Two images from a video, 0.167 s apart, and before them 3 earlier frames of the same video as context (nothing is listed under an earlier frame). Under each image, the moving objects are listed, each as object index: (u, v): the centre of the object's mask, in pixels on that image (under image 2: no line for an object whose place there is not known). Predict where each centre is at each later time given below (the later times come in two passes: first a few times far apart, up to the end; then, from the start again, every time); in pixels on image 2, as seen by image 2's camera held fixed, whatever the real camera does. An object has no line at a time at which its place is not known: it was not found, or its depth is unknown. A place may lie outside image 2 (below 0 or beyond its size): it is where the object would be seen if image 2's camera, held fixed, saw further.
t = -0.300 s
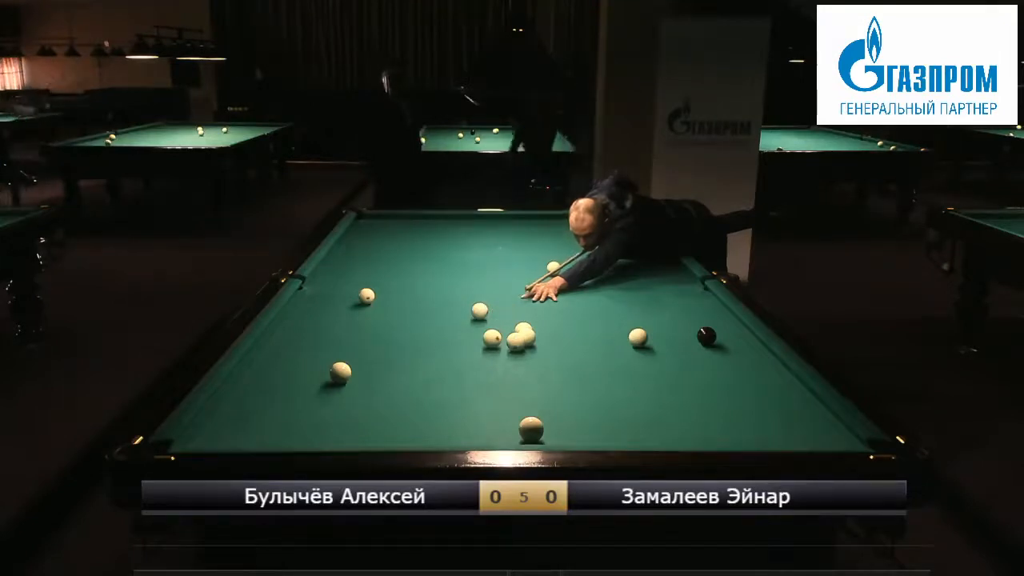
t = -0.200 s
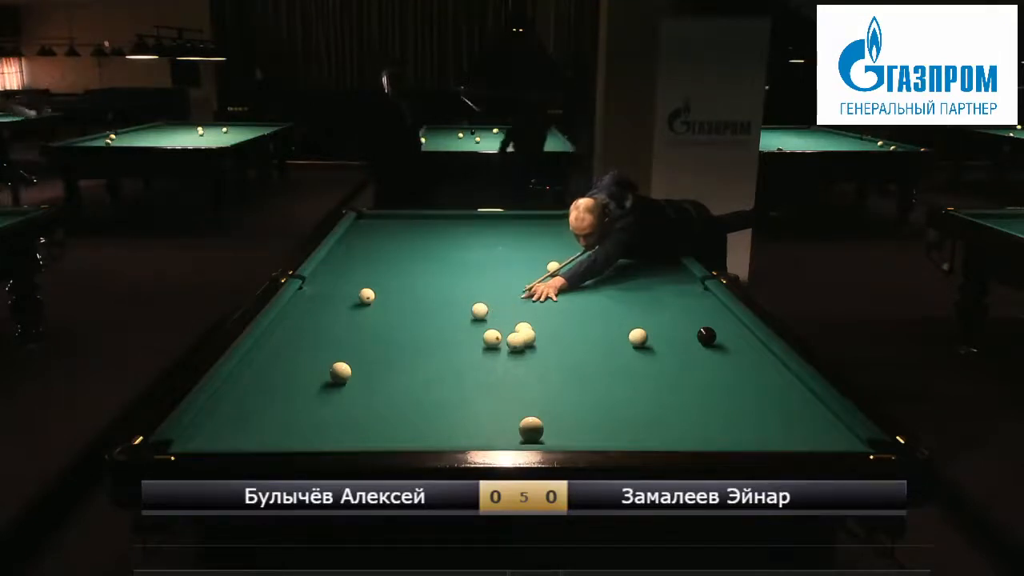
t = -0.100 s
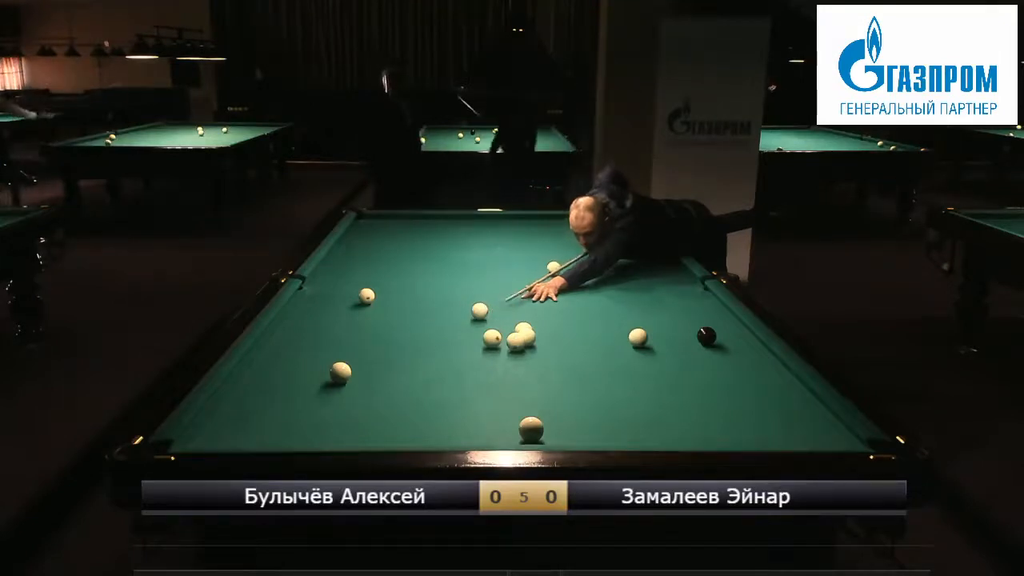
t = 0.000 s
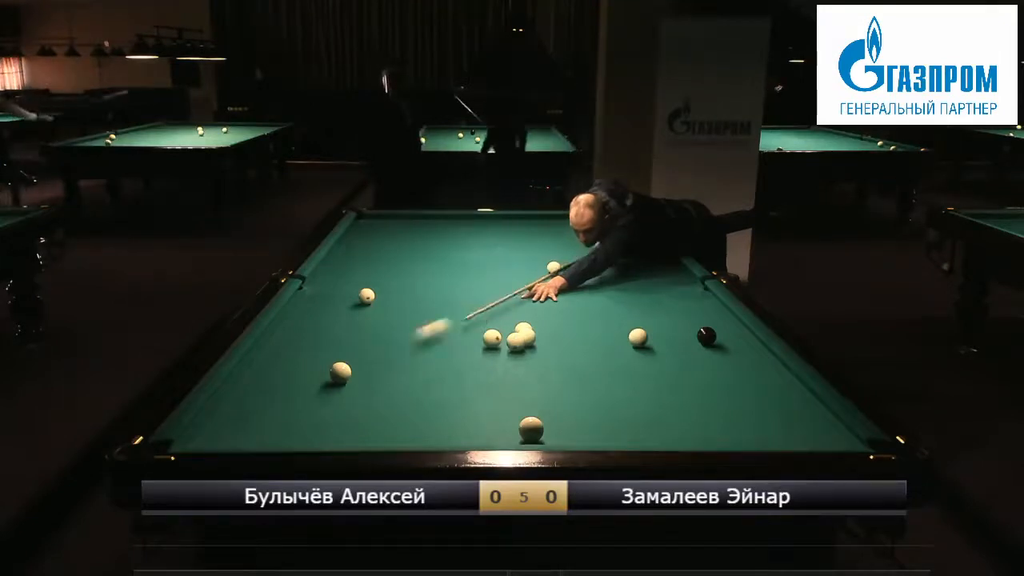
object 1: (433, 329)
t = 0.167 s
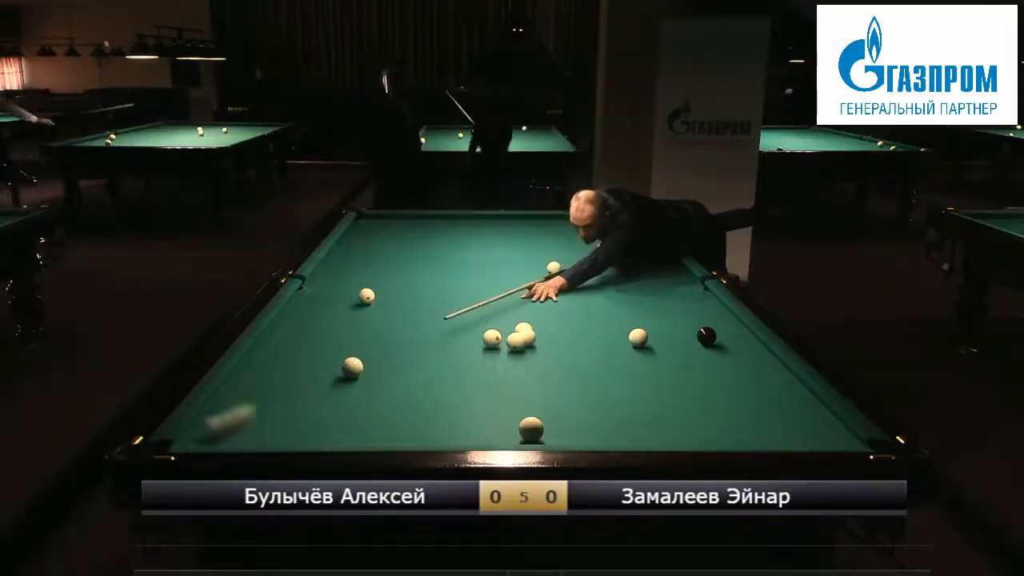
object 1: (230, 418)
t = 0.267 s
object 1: (211, 419)
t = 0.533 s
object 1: (267, 348)
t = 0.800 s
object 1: (302, 306)
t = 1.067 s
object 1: (327, 275)
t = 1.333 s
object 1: (347, 251)
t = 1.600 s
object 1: (362, 232)
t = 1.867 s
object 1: (375, 216)
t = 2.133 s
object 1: (368, 223)
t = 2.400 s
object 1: (359, 232)
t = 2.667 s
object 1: (349, 242)
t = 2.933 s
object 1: (338, 253)
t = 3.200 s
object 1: (326, 265)
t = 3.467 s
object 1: (315, 278)
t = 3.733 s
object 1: (307, 293)
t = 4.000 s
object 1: (298, 309)
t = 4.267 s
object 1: (289, 326)
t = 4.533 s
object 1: (277, 346)
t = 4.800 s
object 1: (266, 369)
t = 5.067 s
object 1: (253, 394)
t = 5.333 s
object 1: (238, 424)
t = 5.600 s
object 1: (236, 433)
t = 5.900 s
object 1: (251, 416)
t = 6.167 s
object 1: (264, 400)
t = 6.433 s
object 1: (277, 386)
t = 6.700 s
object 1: (287, 374)
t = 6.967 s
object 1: (297, 364)
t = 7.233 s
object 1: (305, 355)
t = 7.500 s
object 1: (313, 347)
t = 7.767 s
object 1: (320, 340)
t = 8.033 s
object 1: (326, 334)
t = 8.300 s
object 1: (332, 328)
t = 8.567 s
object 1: (338, 323)
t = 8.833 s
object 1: (342, 319)
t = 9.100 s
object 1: (345, 315)
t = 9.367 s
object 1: (348, 311)
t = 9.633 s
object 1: (352, 309)
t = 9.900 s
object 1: (355, 306)
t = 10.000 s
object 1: (356, 305)
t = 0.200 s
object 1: (194, 436)
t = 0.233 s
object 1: (202, 431)
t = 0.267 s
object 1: (211, 419)
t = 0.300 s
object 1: (220, 407)
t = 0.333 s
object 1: (229, 396)
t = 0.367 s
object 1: (237, 386)
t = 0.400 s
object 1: (244, 377)
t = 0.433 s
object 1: (250, 369)
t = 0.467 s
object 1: (256, 361)
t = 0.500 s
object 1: (262, 355)
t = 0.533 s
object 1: (267, 348)
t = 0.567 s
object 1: (272, 342)
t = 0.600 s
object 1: (277, 337)
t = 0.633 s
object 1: (282, 331)
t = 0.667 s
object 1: (286, 325)
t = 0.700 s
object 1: (290, 320)
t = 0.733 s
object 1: (294, 315)
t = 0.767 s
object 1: (298, 310)
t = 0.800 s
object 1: (302, 306)
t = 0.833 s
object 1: (306, 302)
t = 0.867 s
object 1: (309, 297)
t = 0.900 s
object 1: (312, 293)
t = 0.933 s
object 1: (315, 289)
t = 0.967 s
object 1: (318, 286)
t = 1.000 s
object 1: (322, 281)
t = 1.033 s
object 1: (325, 278)
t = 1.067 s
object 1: (327, 275)
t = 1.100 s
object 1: (330, 271)
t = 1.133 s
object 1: (333, 268)
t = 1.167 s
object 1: (335, 265)
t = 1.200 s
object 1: (338, 262)
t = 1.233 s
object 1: (340, 259)
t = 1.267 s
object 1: (343, 256)
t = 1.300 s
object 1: (345, 253)
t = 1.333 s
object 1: (347, 251)
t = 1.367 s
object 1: (349, 248)
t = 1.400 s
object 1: (351, 245)
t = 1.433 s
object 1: (353, 243)
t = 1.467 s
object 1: (355, 241)
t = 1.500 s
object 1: (357, 238)
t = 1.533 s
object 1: (359, 236)
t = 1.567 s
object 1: (361, 234)
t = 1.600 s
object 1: (362, 232)
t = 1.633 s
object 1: (364, 230)
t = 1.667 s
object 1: (366, 227)
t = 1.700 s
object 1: (368, 225)
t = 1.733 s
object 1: (369, 223)
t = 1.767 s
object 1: (371, 222)
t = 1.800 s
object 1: (372, 220)
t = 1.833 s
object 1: (374, 218)
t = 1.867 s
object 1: (375, 216)
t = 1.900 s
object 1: (376, 215)
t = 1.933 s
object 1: (375, 216)
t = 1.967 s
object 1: (374, 217)
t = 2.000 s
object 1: (372, 219)
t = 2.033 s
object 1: (371, 219)
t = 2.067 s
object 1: (370, 221)
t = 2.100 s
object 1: (369, 222)
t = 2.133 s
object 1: (368, 223)
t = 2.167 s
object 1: (367, 224)
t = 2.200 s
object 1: (366, 225)
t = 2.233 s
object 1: (365, 226)
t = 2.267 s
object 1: (364, 227)
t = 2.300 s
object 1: (363, 228)
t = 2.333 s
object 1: (361, 230)
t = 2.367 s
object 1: (360, 231)
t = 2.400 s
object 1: (359, 232)
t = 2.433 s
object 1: (357, 233)
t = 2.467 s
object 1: (356, 234)
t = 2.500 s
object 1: (355, 236)
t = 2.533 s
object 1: (354, 237)
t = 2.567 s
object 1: (352, 238)
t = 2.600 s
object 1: (351, 239)
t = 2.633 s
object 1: (350, 241)
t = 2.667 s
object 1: (349, 242)
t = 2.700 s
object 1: (347, 244)
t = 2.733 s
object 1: (346, 245)
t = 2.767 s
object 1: (345, 246)
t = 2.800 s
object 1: (343, 248)
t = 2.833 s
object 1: (342, 249)
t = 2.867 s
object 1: (341, 250)
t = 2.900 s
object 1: (339, 252)
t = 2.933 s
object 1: (338, 253)
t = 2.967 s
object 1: (336, 254)
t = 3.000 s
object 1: (335, 256)
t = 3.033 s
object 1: (334, 257)
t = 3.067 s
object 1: (332, 259)
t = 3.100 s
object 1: (331, 260)
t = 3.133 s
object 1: (329, 262)
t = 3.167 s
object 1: (327, 264)
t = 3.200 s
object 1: (326, 265)
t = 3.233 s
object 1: (325, 267)
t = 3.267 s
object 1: (323, 268)
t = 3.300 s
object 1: (321, 270)
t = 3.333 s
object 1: (320, 272)
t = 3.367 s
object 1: (318, 273)
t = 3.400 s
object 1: (317, 275)
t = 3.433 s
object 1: (316, 277)
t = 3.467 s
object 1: (315, 278)
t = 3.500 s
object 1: (314, 280)
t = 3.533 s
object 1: (313, 282)
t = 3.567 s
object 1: (312, 284)
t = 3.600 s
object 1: (311, 286)
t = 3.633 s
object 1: (310, 287)
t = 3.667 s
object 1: (309, 289)
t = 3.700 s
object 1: (308, 291)
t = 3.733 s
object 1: (307, 293)
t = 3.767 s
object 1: (306, 295)
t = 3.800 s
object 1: (305, 297)
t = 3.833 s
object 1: (304, 298)
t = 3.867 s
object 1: (303, 300)
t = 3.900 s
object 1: (302, 302)
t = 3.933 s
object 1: (301, 304)
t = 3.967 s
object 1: (299, 306)
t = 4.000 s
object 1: (298, 309)
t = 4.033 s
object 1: (297, 311)
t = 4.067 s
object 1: (296, 313)
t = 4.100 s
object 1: (294, 315)
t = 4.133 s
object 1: (293, 317)
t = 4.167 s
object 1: (292, 319)
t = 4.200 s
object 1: (291, 321)
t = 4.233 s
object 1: (290, 324)
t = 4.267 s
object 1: (289, 326)
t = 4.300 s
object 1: (287, 329)
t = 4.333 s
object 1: (286, 331)
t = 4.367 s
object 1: (284, 333)
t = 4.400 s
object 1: (283, 336)
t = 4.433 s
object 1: (282, 338)
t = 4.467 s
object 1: (280, 341)
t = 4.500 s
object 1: (279, 343)
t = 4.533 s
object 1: (277, 346)
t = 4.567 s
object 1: (276, 349)
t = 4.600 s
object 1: (275, 352)
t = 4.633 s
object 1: (273, 354)
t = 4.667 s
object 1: (272, 357)
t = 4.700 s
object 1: (271, 360)
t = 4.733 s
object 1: (269, 363)
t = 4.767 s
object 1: (267, 366)
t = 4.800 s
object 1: (266, 369)
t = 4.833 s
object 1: (264, 371)
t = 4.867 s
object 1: (263, 374)
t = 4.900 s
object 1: (261, 377)
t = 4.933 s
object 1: (260, 381)
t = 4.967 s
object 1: (258, 384)
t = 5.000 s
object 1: (257, 387)
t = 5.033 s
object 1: (255, 391)
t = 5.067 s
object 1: (253, 394)
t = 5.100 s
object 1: (251, 398)
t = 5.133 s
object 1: (249, 401)
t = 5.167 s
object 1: (248, 405)
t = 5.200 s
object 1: (246, 408)
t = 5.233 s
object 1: (244, 412)
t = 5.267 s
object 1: (242, 416)
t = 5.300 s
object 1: (240, 420)
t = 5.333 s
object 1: (238, 424)
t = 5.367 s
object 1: (235, 427)
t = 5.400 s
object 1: (234, 431)
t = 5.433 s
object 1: (231, 435)
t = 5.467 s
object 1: (229, 437)
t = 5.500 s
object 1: (229, 439)
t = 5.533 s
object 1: (231, 436)
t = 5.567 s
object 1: (233, 435)
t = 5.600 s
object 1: (236, 433)
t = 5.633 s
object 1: (237, 431)
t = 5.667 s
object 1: (239, 429)
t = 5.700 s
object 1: (241, 427)
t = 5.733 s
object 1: (242, 426)
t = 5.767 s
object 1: (244, 423)
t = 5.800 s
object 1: (246, 422)
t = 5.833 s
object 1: (247, 420)
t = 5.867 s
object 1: (249, 418)
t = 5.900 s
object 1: (251, 416)
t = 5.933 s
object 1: (253, 414)
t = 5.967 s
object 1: (255, 412)
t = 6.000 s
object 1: (256, 410)
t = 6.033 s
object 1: (258, 408)
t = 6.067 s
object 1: (260, 405)
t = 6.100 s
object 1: (261, 404)
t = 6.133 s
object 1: (263, 402)
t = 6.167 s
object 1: (264, 400)
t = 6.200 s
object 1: (265, 399)
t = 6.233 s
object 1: (267, 397)
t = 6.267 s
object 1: (268, 395)
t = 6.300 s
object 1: (270, 393)
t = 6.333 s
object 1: (272, 391)
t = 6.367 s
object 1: (274, 390)
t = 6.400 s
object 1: (275, 388)
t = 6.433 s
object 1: (277, 386)
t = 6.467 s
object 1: (278, 385)
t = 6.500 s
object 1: (279, 383)
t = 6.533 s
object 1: (281, 382)
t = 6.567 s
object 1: (282, 380)
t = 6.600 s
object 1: (283, 379)
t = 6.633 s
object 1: (285, 378)
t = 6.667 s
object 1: (286, 375)
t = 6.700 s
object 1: (287, 374)
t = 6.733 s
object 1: (289, 373)
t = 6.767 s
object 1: (290, 371)
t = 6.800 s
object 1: (291, 370)
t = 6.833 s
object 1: (292, 369)
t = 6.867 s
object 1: (294, 368)
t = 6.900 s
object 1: (295, 366)
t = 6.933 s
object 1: (296, 365)
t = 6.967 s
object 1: (297, 364)
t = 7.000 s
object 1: (298, 363)
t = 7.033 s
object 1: (299, 362)
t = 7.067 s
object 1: (300, 361)
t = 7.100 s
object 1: (301, 360)
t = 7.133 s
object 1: (302, 358)
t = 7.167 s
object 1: (303, 357)
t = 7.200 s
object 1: (304, 356)
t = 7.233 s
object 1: (305, 355)
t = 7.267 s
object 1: (306, 354)
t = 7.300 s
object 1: (307, 353)
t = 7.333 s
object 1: (308, 352)
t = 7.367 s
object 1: (309, 351)
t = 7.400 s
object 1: (310, 350)
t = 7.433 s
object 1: (311, 349)
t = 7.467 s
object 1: (312, 348)
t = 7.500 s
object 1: (313, 347)
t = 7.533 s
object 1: (314, 346)
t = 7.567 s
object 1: (315, 345)
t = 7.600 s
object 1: (316, 344)
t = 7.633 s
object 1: (316, 344)
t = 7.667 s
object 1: (317, 343)
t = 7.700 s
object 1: (318, 342)
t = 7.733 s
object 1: (319, 341)
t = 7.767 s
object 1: (320, 340)
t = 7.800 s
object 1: (321, 339)
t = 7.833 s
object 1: (322, 338)
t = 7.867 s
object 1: (322, 338)
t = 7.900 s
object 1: (323, 337)
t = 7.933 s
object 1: (324, 336)
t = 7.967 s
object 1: (325, 335)
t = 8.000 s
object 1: (326, 335)
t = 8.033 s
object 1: (326, 334)
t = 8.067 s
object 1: (327, 333)
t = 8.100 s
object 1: (328, 332)
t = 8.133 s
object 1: (329, 331)
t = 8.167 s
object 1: (330, 331)
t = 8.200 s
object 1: (330, 330)
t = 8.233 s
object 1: (331, 329)
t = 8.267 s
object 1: (331, 329)
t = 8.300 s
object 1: (332, 328)
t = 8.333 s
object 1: (333, 328)
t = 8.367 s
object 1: (333, 327)
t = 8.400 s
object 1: (334, 326)
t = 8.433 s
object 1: (335, 325)
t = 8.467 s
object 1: (336, 325)
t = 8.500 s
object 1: (336, 324)
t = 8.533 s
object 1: (337, 323)
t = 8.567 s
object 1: (338, 323)
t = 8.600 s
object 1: (338, 322)
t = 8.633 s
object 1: (339, 322)
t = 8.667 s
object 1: (339, 321)
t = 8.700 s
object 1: (340, 321)
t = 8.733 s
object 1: (340, 320)
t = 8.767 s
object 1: (341, 319)
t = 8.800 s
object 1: (341, 319)
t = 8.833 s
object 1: (342, 319)
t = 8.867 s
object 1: (342, 318)
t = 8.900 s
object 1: (342, 317)
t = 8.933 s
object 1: (343, 317)
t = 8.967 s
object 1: (344, 316)
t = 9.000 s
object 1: (344, 316)
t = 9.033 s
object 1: (344, 316)
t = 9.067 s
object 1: (345, 315)
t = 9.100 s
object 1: (345, 315)
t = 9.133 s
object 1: (345, 314)
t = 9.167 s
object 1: (346, 314)
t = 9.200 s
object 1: (346, 313)
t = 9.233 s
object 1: (347, 313)
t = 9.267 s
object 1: (347, 313)
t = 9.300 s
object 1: (348, 312)
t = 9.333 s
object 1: (348, 312)
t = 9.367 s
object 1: (348, 311)
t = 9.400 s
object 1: (349, 311)
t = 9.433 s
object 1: (349, 310)
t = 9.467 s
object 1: (349, 310)
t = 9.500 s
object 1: (350, 310)
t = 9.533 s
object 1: (351, 309)
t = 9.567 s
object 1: (351, 309)
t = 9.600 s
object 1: (351, 309)
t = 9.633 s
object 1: (352, 309)
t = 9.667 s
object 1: (352, 308)
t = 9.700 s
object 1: (353, 308)
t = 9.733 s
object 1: (353, 307)
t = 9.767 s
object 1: (353, 307)
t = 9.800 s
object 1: (354, 307)
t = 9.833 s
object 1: (354, 306)
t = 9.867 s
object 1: (354, 306)
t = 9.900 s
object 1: (355, 306)
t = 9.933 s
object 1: (355, 306)
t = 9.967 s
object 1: (356, 305)
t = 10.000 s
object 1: (356, 305)
